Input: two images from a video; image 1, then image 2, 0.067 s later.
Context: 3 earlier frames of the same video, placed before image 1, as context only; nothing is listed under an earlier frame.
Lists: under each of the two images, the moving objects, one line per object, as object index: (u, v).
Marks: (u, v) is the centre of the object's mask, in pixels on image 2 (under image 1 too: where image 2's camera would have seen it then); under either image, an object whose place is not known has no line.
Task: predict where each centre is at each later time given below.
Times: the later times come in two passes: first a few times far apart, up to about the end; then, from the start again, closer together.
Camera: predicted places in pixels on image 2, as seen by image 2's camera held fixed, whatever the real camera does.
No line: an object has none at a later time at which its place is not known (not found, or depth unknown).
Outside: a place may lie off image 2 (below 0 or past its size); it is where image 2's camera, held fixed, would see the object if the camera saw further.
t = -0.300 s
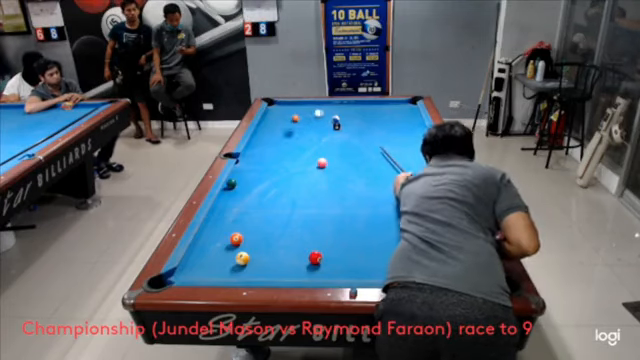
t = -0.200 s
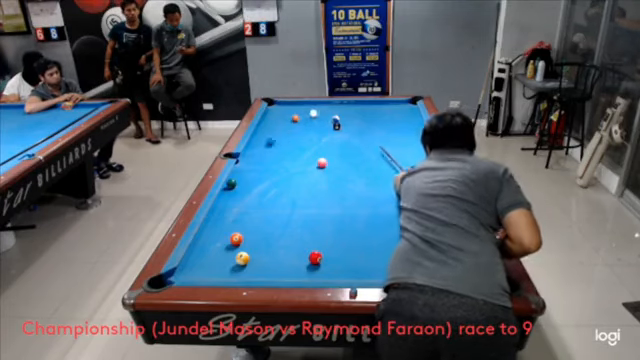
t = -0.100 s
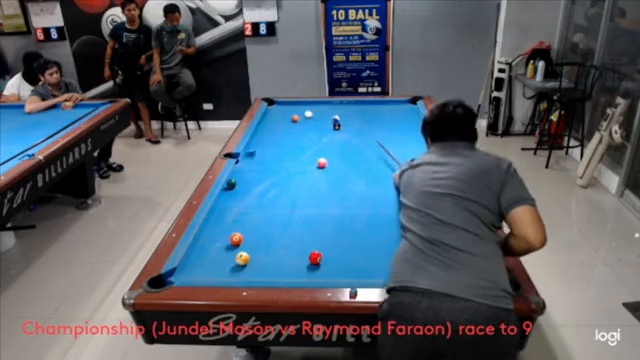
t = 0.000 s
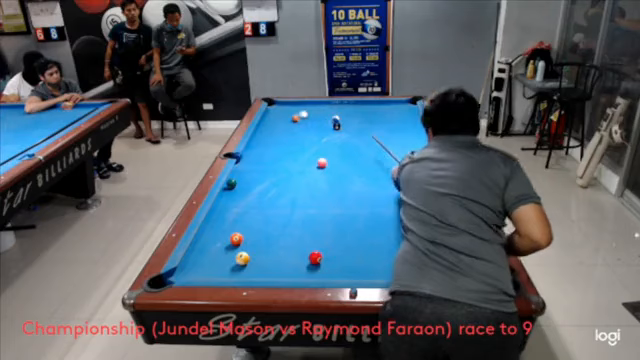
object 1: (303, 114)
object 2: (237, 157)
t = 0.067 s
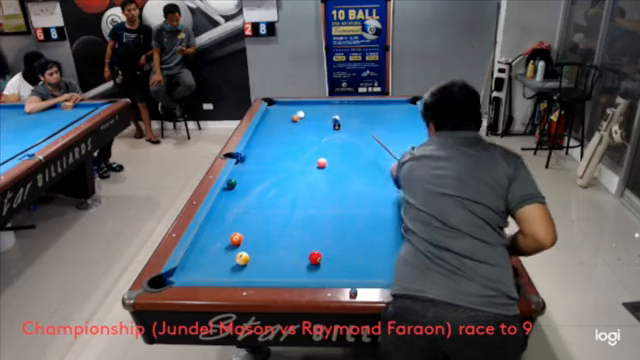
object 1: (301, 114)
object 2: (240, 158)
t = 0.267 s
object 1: (291, 114)
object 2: (249, 166)
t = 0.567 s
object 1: (278, 116)
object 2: (261, 179)
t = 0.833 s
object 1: (267, 116)
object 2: (271, 191)
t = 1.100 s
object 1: (267, 118)
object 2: (284, 204)
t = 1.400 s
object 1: (271, 120)
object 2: (299, 219)
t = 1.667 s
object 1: (274, 122)
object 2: (313, 234)
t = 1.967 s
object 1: (277, 124)
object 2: (331, 251)
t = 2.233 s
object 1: (280, 125)
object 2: (348, 268)
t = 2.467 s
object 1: (283, 126)
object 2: (361, 273)
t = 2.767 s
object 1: (285, 127)
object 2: (368, 266)
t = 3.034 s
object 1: (287, 128)
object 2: (378, 257)
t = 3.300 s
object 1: (288, 129)
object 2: (383, 251)
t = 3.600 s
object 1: (290, 129)
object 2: (389, 245)
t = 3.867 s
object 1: (290, 130)
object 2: (393, 241)
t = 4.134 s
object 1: (290, 130)
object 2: (397, 238)
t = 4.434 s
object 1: (290, 130)
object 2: (399, 235)
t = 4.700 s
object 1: (290, 130)
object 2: (401, 232)
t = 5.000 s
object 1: (290, 130)
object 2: (402, 231)
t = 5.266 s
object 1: (290, 130)
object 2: (402, 231)
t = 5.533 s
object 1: (290, 130)
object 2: (402, 231)
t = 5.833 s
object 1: (290, 130)
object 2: (402, 231)
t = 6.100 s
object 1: (290, 130)
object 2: (402, 231)
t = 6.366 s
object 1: (290, 130)
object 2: (402, 231)
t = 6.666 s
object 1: (290, 130)
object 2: (402, 231)
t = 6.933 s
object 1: (290, 130)
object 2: (402, 231)
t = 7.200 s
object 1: (290, 130)
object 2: (402, 231)
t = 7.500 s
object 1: (290, 130)
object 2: (402, 231)
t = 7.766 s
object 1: (290, 130)
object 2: (402, 231)
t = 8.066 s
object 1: (290, 130)
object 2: (402, 231)
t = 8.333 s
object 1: (290, 130)
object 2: (402, 231)
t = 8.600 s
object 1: (290, 130)
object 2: (402, 231)
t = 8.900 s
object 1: (290, 130)
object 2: (402, 231)
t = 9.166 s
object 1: (290, 130)
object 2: (402, 231)
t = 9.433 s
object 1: (290, 130)
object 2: (402, 231)
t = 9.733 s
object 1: (290, 130)
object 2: (402, 231)
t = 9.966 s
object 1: (290, 130)
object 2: (402, 231)
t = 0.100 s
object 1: (299, 114)
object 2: (242, 159)
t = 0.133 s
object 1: (297, 114)
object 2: (244, 161)
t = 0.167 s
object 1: (296, 114)
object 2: (246, 162)
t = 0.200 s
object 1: (294, 114)
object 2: (247, 164)
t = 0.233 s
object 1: (292, 114)
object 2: (248, 165)
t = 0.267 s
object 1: (291, 114)
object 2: (249, 166)
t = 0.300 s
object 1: (290, 115)
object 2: (250, 167)
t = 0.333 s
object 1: (288, 115)
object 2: (251, 169)
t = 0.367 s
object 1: (286, 115)
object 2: (253, 170)
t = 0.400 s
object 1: (285, 115)
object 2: (254, 171)
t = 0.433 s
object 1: (283, 116)
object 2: (255, 173)
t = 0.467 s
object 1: (282, 115)
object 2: (257, 174)
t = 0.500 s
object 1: (281, 116)
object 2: (258, 176)
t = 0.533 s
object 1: (279, 116)
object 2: (259, 177)
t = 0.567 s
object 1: (278, 116)
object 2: (261, 179)
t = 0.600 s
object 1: (276, 116)
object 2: (262, 180)
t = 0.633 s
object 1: (275, 116)
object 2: (263, 182)
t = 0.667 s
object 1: (274, 116)
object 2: (265, 183)
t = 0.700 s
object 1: (272, 116)
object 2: (266, 184)
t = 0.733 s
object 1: (271, 116)
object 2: (267, 186)
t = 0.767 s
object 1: (270, 116)
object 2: (268, 189)
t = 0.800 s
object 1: (268, 116)
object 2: (270, 190)
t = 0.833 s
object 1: (267, 116)
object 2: (271, 191)
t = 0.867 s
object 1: (266, 117)
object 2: (273, 192)
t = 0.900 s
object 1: (265, 117)
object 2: (274, 194)
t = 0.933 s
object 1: (264, 117)
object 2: (276, 196)
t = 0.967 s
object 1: (265, 117)
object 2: (278, 197)
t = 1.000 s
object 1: (265, 117)
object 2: (279, 199)
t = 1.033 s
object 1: (266, 118)
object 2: (281, 200)
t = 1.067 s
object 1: (266, 118)
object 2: (283, 202)
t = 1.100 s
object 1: (267, 118)
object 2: (284, 204)
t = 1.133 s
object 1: (267, 118)
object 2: (285, 205)
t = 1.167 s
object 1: (267, 118)
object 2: (287, 206)
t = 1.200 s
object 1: (268, 119)
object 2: (289, 208)
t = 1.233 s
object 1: (268, 119)
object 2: (290, 210)
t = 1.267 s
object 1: (269, 119)
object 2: (292, 213)
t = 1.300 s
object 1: (269, 120)
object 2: (293, 214)
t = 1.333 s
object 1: (270, 120)
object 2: (295, 216)
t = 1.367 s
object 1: (271, 120)
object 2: (297, 217)
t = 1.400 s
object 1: (271, 120)
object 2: (299, 219)
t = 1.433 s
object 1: (271, 121)
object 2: (300, 221)
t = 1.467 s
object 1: (272, 121)
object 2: (302, 222)
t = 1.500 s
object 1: (272, 121)
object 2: (304, 224)
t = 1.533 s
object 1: (272, 121)
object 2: (305, 226)
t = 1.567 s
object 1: (272, 121)
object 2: (308, 228)
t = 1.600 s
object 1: (273, 121)
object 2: (309, 230)
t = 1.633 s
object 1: (273, 122)
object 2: (311, 232)
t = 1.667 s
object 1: (274, 122)
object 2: (313, 234)
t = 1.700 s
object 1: (274, 122)
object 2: (315, 236)
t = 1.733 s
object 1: (275, 123)
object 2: (317, 237)
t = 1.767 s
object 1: (275, 122)
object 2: (319, 239)
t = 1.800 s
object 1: (276, 123)
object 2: (320, 241)
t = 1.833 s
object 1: (276, 123)
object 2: (323, 243)
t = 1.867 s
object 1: (276, 123)
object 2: (325, 245)
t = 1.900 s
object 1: (277, 123)
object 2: (327, 247)
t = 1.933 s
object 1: (277, 123)
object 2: (329, 249)
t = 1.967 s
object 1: (277, 124)
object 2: (331, 251)
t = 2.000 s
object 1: (278, 124)
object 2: (332, 253)
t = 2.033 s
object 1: (278, 124)
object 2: (335, 256)
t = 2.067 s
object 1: (279, 125)
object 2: (336, 257)
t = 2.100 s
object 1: (279, 125)
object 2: (338, 259)
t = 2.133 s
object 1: (279, 125)
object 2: (340, 262)
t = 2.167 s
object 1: (280, 125)
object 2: (343, 263)
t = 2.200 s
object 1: (280, 125)
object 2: (345, 266)
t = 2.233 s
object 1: (280, 125)
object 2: (348, 268)
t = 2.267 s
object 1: (281, 125)
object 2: (350, 269)
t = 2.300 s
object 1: (281, 125)
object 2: (351, 271)
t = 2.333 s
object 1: (281, 126)
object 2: (353, 273)
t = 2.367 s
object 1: (281, 126)
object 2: (356, 274)
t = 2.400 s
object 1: (282, 126)
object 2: (359, 274)
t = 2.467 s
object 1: (283, 126)
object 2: (361, 273)
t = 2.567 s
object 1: (283, 127)
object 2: (363, 272)
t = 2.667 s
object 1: (284, 127)
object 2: (364, 271)
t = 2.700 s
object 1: (284, 127)
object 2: (366, 269)
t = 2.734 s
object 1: (285, 127)
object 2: (367, 268)
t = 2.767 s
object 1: (285, 127)
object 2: (368, 266)
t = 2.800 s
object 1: (285, 127)
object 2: (370, 264)
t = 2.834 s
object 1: (286, 128)
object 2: (372, 262)
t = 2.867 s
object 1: (286, 128)
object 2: (373, 261)
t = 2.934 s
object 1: (286, 128)
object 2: (374, 261)
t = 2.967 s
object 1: (287, 128)
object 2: (376, 259)
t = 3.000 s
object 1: (287, 128)
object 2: (377, 258)
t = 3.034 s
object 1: (287, 128)
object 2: (378, 257)
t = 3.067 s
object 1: (287, 128)
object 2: (379, 257)
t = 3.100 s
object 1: (288, 128)
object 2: (379, 256)
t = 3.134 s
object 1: (288, 129)
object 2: (380, 254)
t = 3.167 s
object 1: (288, 129)
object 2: (380, 254)
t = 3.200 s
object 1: (288, 129)
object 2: (381, 253)
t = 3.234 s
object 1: (288, 129)
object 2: (382, 252)
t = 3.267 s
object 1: (288, 129)
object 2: (382, 251)
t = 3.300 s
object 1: (288, 129)
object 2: (383, 251)
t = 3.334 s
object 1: (289, 129)
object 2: (384, 250)
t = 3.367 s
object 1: (289, 129)
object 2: (385, 250)
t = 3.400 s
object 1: (289, 129)
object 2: (385, 249)
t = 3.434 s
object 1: (289, 129)
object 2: (386, 248)
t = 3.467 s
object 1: (289, 129)
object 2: (387, 247)
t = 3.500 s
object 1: (290, 129)
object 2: (387, 247)
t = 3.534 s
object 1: (290, 129)
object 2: (388, 246)
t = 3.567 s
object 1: (290, 129)
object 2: (389, 245)
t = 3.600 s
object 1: (290, 129)
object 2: (389, 245)
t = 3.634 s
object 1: (290, 129)
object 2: (390, 244)
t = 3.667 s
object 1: (290, 129)
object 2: (390, 244)
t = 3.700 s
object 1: (290, 129)
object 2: (391, 243)
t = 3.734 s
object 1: (290, 129)
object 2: (391, 242)
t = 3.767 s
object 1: (290, 130)
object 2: (392, 242)
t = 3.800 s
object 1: (290, 130)
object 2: (392, 241)
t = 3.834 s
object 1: (290, 130)
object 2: (393, 241)
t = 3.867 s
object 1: (290, 130)
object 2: (393, 241)
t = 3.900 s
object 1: (290, 130)
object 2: (394, 240)
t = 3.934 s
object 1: (290, 130)
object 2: (394, 240)
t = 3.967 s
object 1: (290, 130)
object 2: (395, 240)
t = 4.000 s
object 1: (290, 130)
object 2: (395, 239)
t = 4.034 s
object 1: (290, 130)
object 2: (395, 239)
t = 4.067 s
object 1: (290, 130)
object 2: (396, 238)
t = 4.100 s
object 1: (290, 130)
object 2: (396, 238)
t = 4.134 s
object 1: (290, 130)
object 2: (397, 238)
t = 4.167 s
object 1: (290, 130)
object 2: (397, 237)
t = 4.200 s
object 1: (290, 130)
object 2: (398, 237)
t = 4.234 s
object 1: (290, 130)
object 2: (398, 237)
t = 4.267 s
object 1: (290, 130)
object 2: (398, 237)
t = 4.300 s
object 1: (290, 130)
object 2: (398, 236)
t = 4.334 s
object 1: (290, 130)
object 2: (399, 235)
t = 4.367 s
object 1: (290, 130)
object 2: (399, 235)
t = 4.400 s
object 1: (290, 130)
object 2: (399, 235)
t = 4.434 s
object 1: (290, 130)
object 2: (399, 235)
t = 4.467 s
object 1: (290, 130)
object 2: (399, 234)
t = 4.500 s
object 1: (290, 130)
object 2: (400, 234)
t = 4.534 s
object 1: (290, 130)
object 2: (400, 234)
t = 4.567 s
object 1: (290, 130)
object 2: (400, 234)
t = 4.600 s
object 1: (290, 130)
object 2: (400, 233)
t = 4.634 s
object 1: (290, 130)
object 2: (400, 233)
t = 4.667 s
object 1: (290, 130)
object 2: (400, 233)
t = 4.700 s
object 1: (290, 130)
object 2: (401, 232)
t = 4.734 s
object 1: (290, 130)
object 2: (401, 233)
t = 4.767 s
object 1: (290, 130)
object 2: (401, 232)
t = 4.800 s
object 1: (290, 130)
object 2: (401, 232)
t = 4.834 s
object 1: (290, 130)
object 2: (401, 232)
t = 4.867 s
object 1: (290, 130)
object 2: (401, 232)
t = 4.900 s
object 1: (290, 130)
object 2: (401, 232)
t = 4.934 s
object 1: (290, 130)
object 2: (401, 231)
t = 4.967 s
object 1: (290, 130)
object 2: (402, 231)
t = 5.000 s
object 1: (290, 130)
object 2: (402, 231)
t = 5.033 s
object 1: (290, 130)
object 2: (402, 232)
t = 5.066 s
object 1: (290, 130)
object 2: (402, 232)
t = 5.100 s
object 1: (290, 130)
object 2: (402, 231)
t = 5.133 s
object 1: (290, 130)
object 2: (402, 231)
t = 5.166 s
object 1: (290, 130)
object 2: (402, 231)
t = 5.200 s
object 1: (290, 130)
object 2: (402, 231)
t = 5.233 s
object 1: (290, 130)
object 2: (402, 231)
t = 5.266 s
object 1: (290, 130)
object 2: (402, 231)
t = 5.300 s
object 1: (290, 130)
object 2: (402, 231)
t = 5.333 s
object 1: (290, 130)
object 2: (402, 231)
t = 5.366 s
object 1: (290, 130)
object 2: (402, 231)
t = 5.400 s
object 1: (290, 130)
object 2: (402, 231)
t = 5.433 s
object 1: (290, 130)
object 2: (402, 231)
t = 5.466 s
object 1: (290, 130)
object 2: (402, 231)
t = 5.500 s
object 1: (290, 130)
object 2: (402, 231)
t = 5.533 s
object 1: (290, 130)
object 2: (402, 231)
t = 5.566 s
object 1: (290, 130)
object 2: (402, 231)
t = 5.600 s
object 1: (290, 130)
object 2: (402, 231)
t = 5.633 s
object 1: (290, 130)
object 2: (402, 231)
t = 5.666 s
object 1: (290, 130)
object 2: (402, 231)
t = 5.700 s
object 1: (290, 130)
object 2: (402, 231)
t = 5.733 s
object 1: (290, 130)
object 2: (402, 231)
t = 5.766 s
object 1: (290, 130)
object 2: (402, 231)
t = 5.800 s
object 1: (290, 130)
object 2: (402, 231)
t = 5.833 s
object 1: (290, 130)
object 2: (402, 231)
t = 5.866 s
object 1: (290, 130)
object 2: (402, 231)
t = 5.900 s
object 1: (290, 130)
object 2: (402, 231)
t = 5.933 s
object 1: (290, 130)
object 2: (402, 231)
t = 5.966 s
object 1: (290, 130)
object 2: (402, 231)
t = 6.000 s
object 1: (290, 130)
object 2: (402, 231)
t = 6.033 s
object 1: (290, 130)
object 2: (402, 231)
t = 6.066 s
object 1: (290, 130)
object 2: (402, 231)
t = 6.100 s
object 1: (290, 130)
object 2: (402, 231)
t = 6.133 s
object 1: (290, 130)
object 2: (402, 231)
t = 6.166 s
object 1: (290, 130)
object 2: (402, 231)
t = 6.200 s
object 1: (290, 130)
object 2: (402, 231)
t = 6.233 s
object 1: (290, 130)
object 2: (402, 231)
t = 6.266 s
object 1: (290, 130)
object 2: (402, 231)
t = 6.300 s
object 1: (290, 130)
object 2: (402, 231)
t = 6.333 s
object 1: (290, 130)
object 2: (402, 231)
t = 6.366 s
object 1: (290, 130)
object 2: (402, 231)
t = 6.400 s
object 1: (290, 130)
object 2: (402, 231)
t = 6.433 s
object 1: (290, 130)
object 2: (402, 231)
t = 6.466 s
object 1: (290, 130)
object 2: (402, 231)
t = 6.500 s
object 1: (290, 130)
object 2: (402, 231)
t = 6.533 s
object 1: (290, 130)
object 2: (402, 231)
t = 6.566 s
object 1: (290, 130)
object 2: (402, 231)
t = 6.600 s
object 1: (290, 130)
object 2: (402, 231)
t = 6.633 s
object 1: (290, 130)
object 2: (402, 231)
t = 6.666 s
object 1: (290, 130)
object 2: (402, 231)
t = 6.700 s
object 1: (290, 130)
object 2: (402, 231)
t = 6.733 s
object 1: (290, 130)
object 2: (402, 231)
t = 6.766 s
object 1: (290, 130)
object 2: (402, 231)
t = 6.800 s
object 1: (290, 130)
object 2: (402, 231)
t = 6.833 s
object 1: (290, 130)
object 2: (402, 231)
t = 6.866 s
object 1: (290, 130)
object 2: (402, 231)
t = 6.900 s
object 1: (290, 130)
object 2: (402, 231)
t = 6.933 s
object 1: (290, 130)
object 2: (402, 231)
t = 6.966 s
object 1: (290, 130)
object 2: (402, 231)
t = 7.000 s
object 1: (290, 130)
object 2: (402, 231)
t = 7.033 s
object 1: (290, 130)
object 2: (402, 231)
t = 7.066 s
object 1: (290, 130)
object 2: (402, 231)
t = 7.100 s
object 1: (290, 130)
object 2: (402, 231)
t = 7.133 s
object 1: (290, 130)
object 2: (402, 231)
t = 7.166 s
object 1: (290, 130)
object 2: (402, 231)
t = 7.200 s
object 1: (290, 130)
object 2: (402, 231)
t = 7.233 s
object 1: (290, 130)
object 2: (402, 231)
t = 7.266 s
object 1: (290, 130)
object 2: (402, 231)
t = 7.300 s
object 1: (290, 130)
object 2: (402, 231)
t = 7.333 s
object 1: (290, 130)
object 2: (402, 231)
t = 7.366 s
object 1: (290, 130)
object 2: (402, 231)
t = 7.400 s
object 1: (290, 130)
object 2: (402, 231)
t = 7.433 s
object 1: (290, 130)
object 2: (402, 231)
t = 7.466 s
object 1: (290, 130)
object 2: (402, 231)
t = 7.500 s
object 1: (290, 130)
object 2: (402, 231)
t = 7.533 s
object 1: (290, 130)
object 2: (402, 231)
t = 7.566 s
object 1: (290, 130)
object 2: (402, 231)
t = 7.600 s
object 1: (290, 130)
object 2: (402, 231)
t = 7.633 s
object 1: (290, 130)
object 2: (402, 231)
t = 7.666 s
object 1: (290, 130)
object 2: (402, 231)
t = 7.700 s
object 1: (290, 130)
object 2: (402, 231)
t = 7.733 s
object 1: (290, 130)
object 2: (402, 231)
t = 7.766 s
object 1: (290, 130)
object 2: (402, 231)
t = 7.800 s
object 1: (290, 130)
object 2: (402, 231)
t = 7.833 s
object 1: (290, 130)
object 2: (402, 231)
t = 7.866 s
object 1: (290, 130)
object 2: (402, 231)
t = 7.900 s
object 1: (290, 130)
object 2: (402, 231)
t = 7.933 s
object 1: (290, 130)
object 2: (402, 231)
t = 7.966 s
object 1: (290, 130)
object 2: (402, 231)
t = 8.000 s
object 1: (290, 130)
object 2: (402, 231)
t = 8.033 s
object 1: (290, 130)
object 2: (402, 231)
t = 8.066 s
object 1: (290, 130)
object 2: (402, 231)
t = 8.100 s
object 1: (290, 130)
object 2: (402, 231)
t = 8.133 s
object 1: (290, 130)
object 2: (402, 231)
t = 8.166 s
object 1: (290, 130)
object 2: (402, 231)
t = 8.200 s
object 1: (290, 130)
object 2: (402, 231)
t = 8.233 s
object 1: (290, 130)
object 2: (402, 231)
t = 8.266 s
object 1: (290, 130)
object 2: (402, 231)
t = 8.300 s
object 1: (290, 130)
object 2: (402, 231)
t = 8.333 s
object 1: (290, 130)
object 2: (402, 231)
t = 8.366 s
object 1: (290, 130)
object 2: (402, 231)
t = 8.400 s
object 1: (290, 130)
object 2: (402, 231)
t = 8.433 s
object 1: (290, 130)
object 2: (402, 231)
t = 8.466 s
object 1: (290, 130)
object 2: (402, 231)
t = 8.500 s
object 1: (290, 130)
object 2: (402, 231)
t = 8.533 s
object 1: (290, 130)
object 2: (402, 231)
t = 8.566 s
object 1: (290, 130)
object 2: (402, 231)
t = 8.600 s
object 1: (290, 130)
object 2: (402, 231)
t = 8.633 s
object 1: (290, 130)
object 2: (402, 231)
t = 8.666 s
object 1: (290, 130)
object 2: (402, 231)
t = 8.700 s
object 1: (290, 130)
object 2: (402, 231)
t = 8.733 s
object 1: (290, 130)
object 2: (402, 231)
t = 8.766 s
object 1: (290, 130)
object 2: (402, 231)
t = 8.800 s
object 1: (290, 130)
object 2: (402, 231)
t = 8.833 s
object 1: (290, 130)
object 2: (402, 231)
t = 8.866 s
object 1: (290, 130)
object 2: (402, 231)
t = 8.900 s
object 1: (290, 130)
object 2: (402, 231)
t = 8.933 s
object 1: (290, 130)
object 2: (402, 231)
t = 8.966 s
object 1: (290, 130)
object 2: (402, 231)
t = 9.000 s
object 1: (290, 130)
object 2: (402, 231)
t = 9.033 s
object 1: (290, 130)
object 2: (402, 231)
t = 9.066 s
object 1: (290, 130)
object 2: (402, 231)
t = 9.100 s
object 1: (290, 130)
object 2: (402, 231)
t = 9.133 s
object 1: (290, 130)
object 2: (402, 231)
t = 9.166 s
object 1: (290, 130)
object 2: (402, 231)
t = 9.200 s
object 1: (290, 130)
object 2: (402, 231)
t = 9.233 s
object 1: (290, 130)
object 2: (402, 231)
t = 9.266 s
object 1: (290, 130)
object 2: (402, 231)
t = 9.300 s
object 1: (290, 130)
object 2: (402, 231)
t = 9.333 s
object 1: (290, 130)
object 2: (402, 231)
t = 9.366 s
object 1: (290, 130)
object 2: (402, 231)
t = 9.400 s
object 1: (290, 130)
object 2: (402, 231)
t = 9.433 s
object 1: (290, 130)
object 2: (402, 231)
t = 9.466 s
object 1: (290, 130)
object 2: (402, 231)
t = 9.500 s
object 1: (290, 130)
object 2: (402, 231)
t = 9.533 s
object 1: (290, 130)
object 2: (402, 231)
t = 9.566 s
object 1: (290, 130)
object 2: (402, 231)
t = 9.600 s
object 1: (290, 130)
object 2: (402, 231)
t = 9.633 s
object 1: (290, 130)
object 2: (402, 231)
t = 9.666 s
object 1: (290, 130)
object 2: (402, 231)
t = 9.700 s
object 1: (290, 130)
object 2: (402, 231)
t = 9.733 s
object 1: (290, 130)
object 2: (402, 231)
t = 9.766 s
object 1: (290, 130)
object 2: (402, 231)
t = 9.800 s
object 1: (290, 130)
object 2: (402, 231)
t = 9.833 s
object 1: (290, 130)
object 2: (402, 231)
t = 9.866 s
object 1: (290, 130)
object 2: (402, 231)
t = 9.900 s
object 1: (290, 130)
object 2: (402, 231)
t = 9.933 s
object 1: (290, 130)
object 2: (402, 231)
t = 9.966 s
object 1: (290, 130)
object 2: (402, 231)
